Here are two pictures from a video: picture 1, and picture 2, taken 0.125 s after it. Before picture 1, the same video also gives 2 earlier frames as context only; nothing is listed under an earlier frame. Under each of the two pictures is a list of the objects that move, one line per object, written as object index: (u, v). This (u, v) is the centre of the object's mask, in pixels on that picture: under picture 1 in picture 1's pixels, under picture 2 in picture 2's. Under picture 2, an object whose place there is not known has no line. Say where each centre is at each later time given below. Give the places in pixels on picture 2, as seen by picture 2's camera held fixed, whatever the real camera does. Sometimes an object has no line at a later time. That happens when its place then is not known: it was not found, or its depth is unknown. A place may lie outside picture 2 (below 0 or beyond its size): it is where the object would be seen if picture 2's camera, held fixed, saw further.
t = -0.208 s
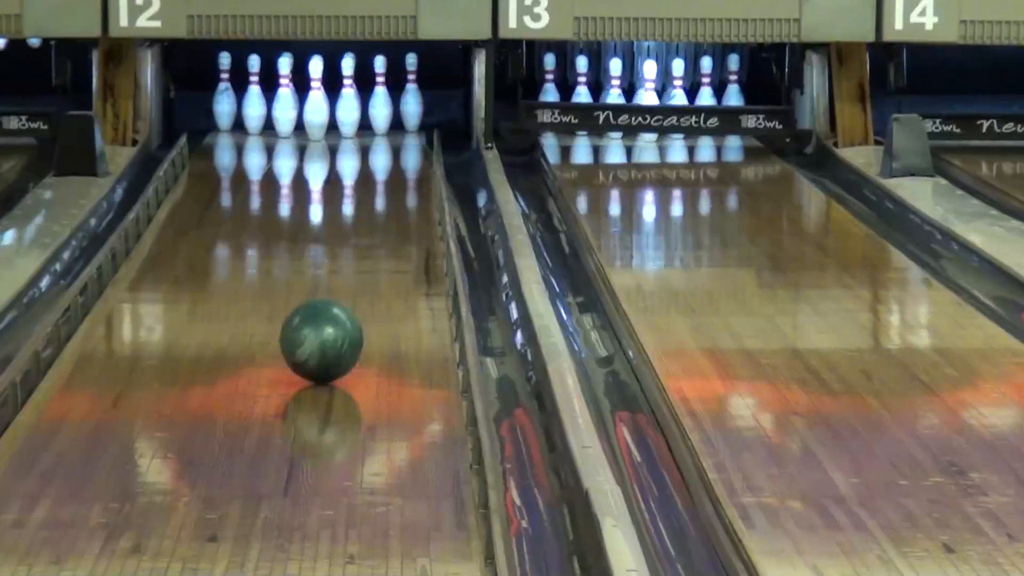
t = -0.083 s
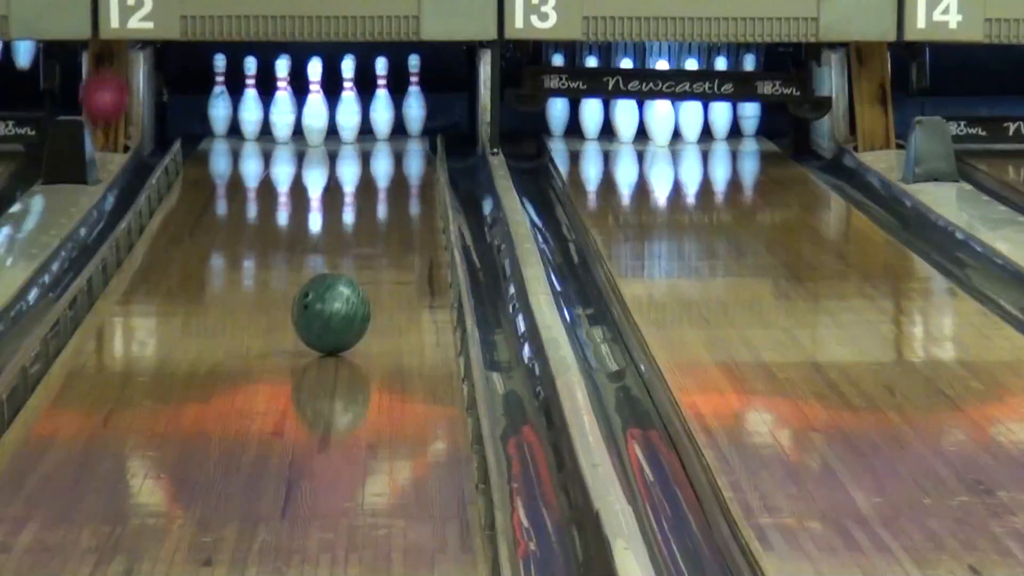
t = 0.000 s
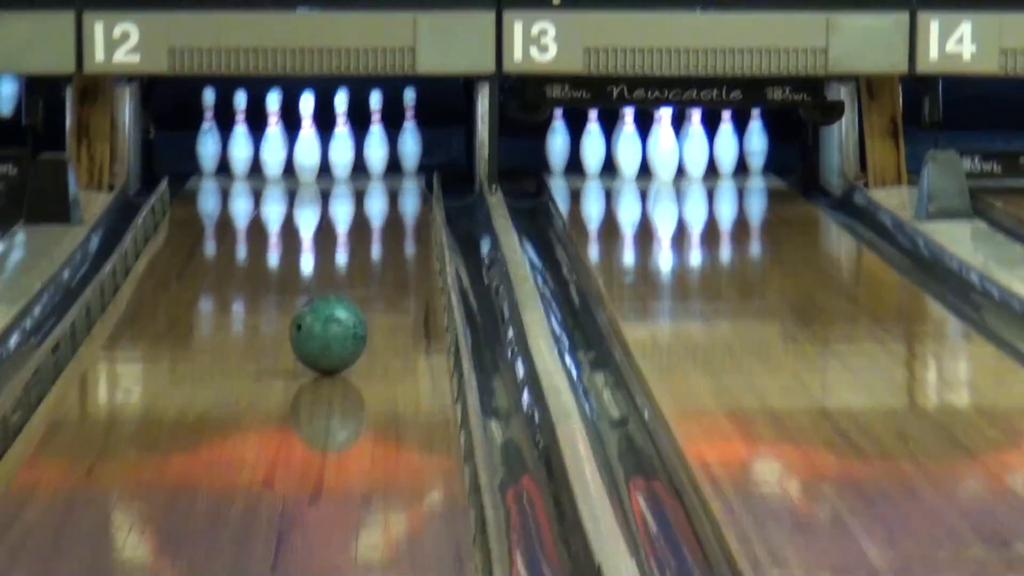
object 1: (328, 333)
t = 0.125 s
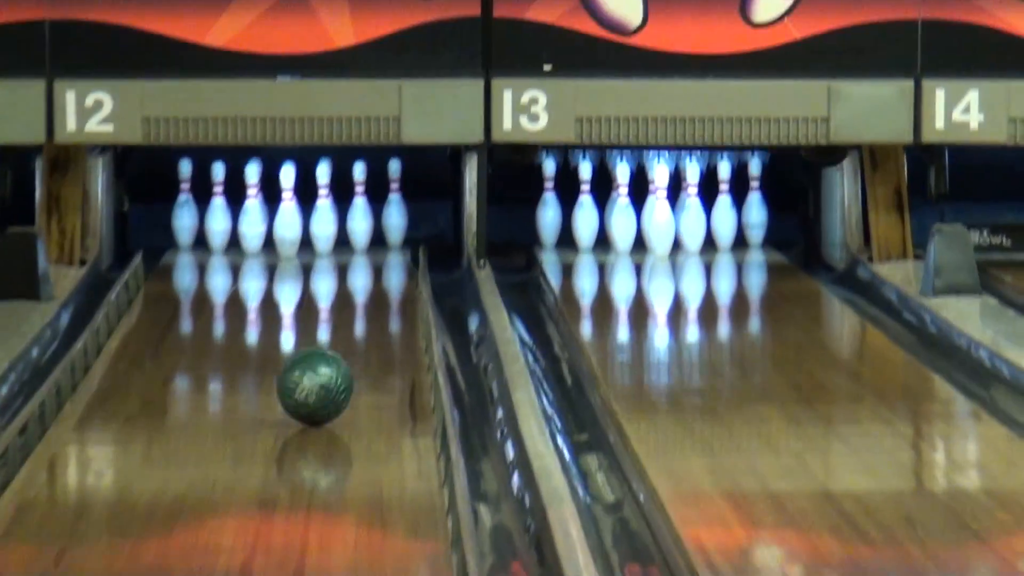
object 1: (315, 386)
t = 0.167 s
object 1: (317, 378)
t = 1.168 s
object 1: (317, 274)
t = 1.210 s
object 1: (315, 271)
